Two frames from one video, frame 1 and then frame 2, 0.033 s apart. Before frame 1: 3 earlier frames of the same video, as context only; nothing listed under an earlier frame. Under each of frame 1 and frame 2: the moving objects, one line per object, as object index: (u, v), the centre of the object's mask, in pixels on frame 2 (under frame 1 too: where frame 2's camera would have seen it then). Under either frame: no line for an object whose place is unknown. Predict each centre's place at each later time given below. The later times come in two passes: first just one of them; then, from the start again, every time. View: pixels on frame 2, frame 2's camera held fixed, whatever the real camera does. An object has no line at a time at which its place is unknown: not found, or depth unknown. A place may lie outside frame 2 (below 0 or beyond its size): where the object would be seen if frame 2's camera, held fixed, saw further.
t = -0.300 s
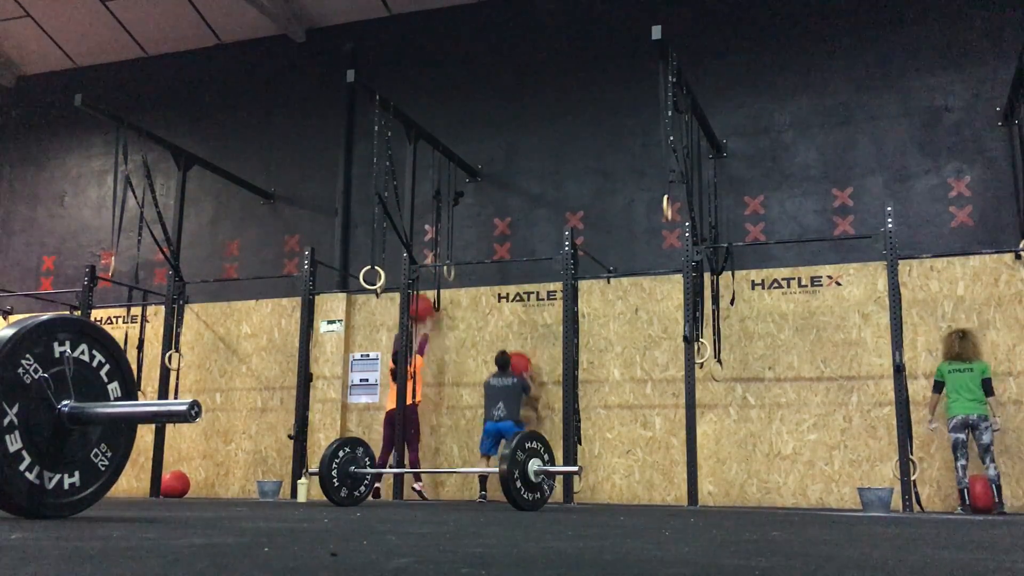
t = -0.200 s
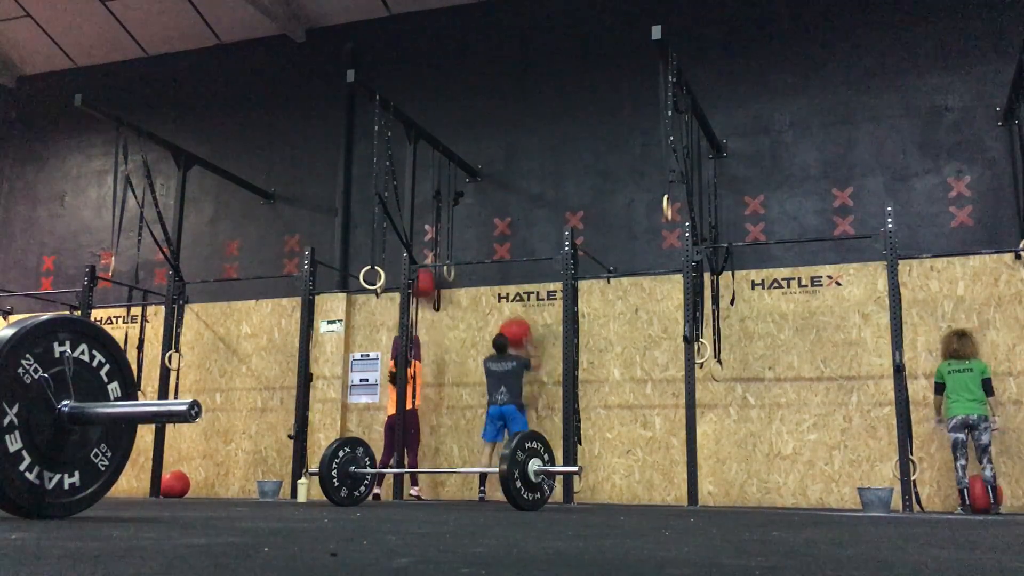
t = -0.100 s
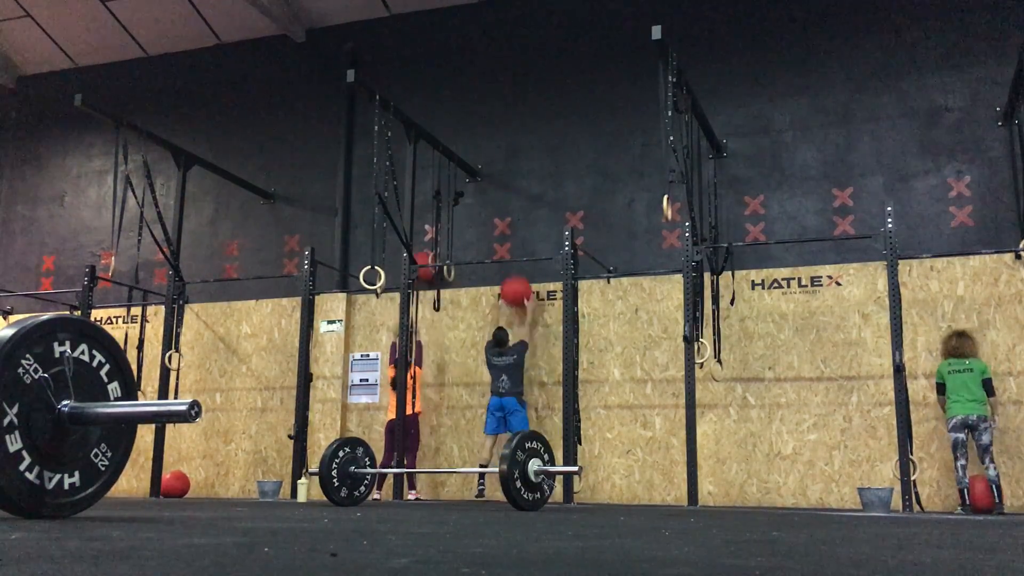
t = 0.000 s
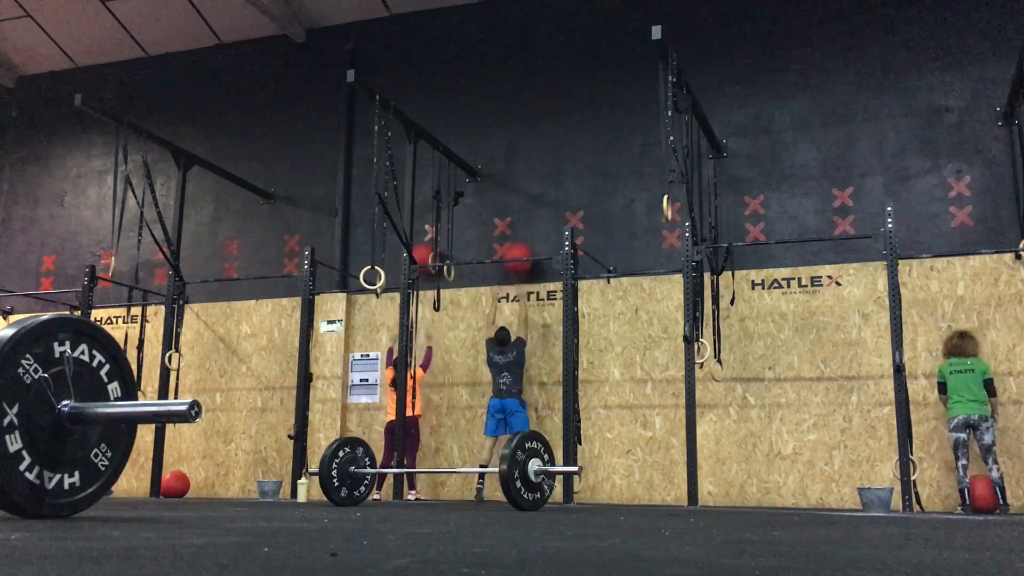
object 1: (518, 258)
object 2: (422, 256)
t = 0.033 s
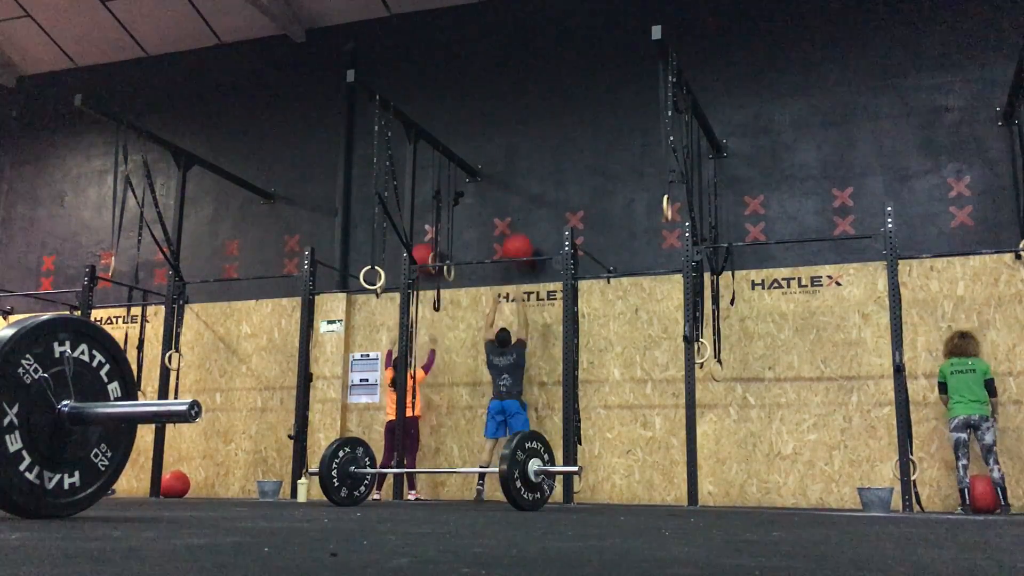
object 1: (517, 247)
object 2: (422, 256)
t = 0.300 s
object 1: (520, 210)
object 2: (425, 282)
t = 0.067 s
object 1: (518, 241)
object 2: (422, 253)
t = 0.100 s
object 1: (518, 234)
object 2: (422, 256)
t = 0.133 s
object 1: (518, 227)
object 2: (422, 257)
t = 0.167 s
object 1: (519, 222)
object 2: (422, 259)
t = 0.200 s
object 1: (519, 218)
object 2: (423, 264)
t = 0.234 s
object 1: (520, 214)
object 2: (424, 270)
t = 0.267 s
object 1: (520, 212)
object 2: (426, 279)
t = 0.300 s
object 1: (520, 210)
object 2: (425, 282)
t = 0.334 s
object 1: (520, 209)
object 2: (425, 290)
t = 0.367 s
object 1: (519, 209)
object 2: (423, 298)
